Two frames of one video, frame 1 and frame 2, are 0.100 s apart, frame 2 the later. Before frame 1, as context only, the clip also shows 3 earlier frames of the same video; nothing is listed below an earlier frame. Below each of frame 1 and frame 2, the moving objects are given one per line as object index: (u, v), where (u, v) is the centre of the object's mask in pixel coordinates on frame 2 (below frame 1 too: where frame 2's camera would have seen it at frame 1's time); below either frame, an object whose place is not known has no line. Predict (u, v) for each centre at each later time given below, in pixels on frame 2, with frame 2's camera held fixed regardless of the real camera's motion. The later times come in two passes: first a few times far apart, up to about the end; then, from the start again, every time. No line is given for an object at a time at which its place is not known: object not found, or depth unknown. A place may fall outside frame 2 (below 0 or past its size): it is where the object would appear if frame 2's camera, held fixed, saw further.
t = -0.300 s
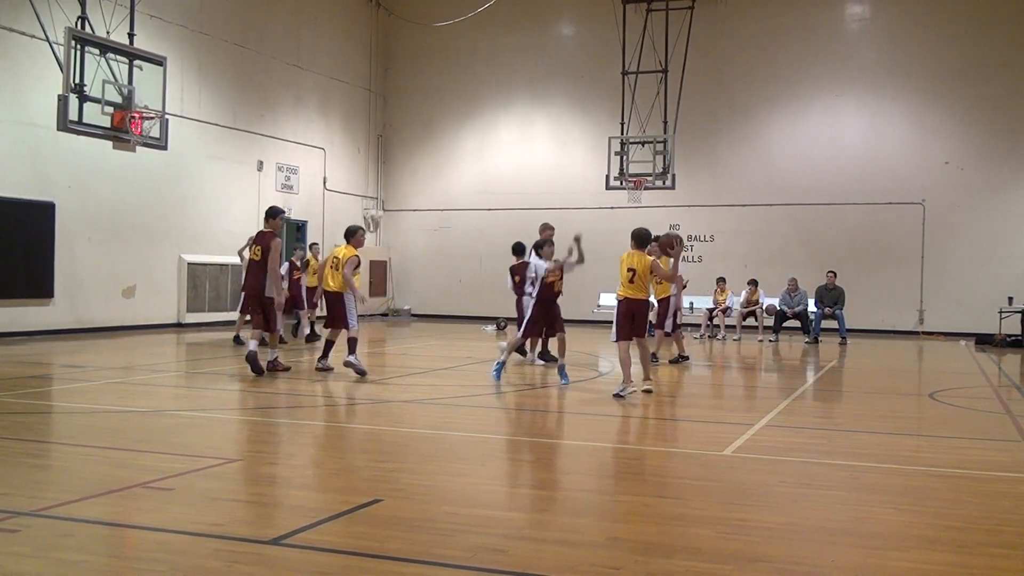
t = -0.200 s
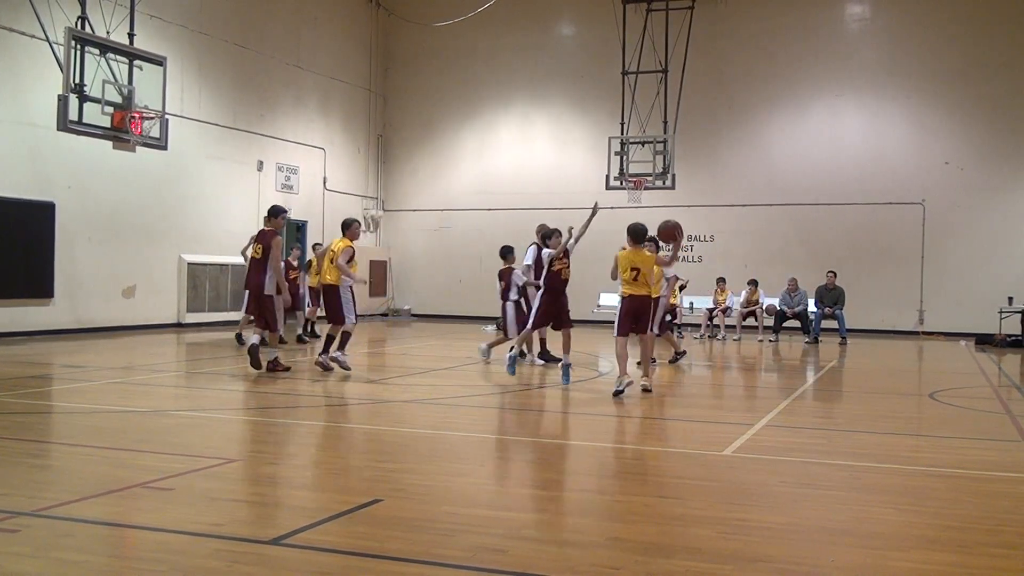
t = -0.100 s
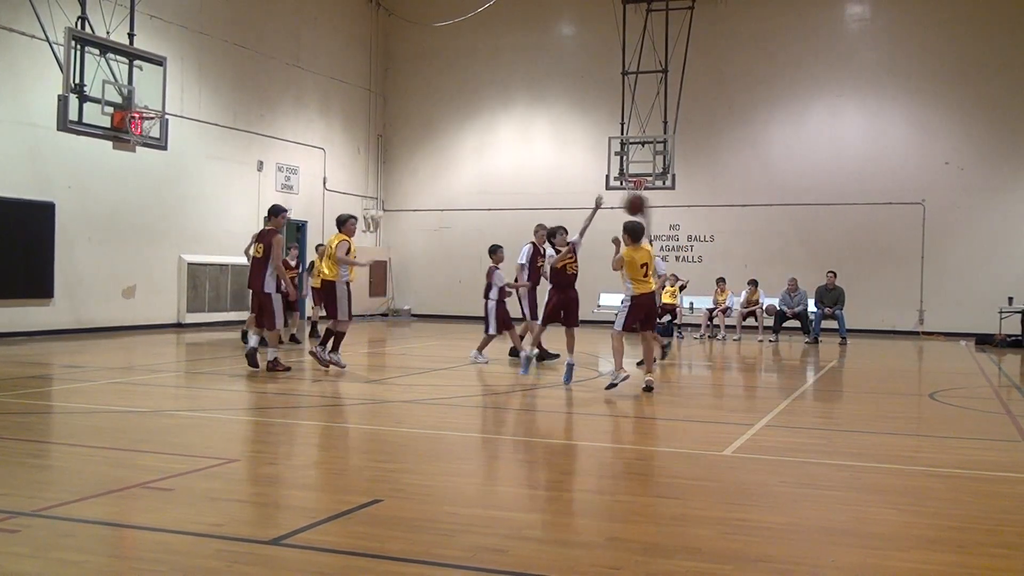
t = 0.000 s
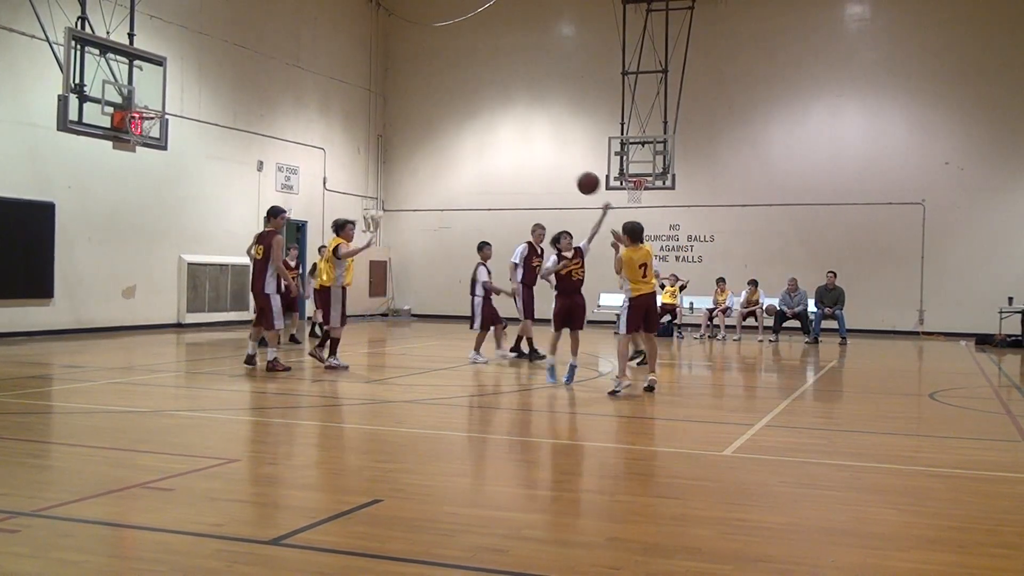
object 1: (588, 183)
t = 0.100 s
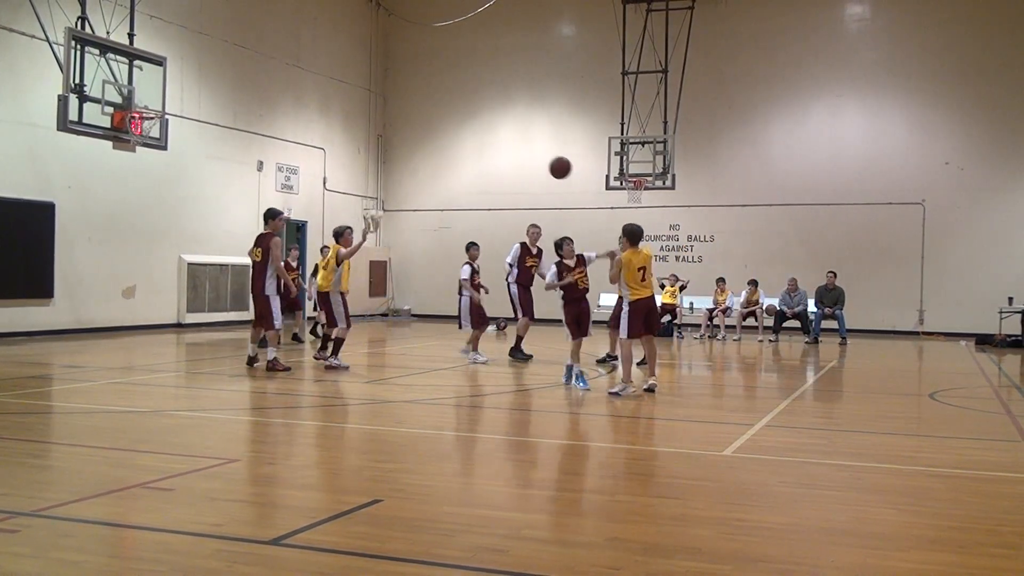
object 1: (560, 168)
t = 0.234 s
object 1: (524, 162)
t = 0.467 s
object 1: (466, 191)
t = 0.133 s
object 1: (551, 164)
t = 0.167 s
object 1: (542, 163)
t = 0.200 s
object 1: (533, 162)
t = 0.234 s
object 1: (524, 162)
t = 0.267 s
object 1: (515, 164)
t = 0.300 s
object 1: (507, 166)
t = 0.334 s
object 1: (499, 169)
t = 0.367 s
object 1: (490, 173)
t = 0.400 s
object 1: (482, 178)
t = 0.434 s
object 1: (474, 184)
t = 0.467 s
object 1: (466, 191)
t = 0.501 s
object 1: (458, 198)
